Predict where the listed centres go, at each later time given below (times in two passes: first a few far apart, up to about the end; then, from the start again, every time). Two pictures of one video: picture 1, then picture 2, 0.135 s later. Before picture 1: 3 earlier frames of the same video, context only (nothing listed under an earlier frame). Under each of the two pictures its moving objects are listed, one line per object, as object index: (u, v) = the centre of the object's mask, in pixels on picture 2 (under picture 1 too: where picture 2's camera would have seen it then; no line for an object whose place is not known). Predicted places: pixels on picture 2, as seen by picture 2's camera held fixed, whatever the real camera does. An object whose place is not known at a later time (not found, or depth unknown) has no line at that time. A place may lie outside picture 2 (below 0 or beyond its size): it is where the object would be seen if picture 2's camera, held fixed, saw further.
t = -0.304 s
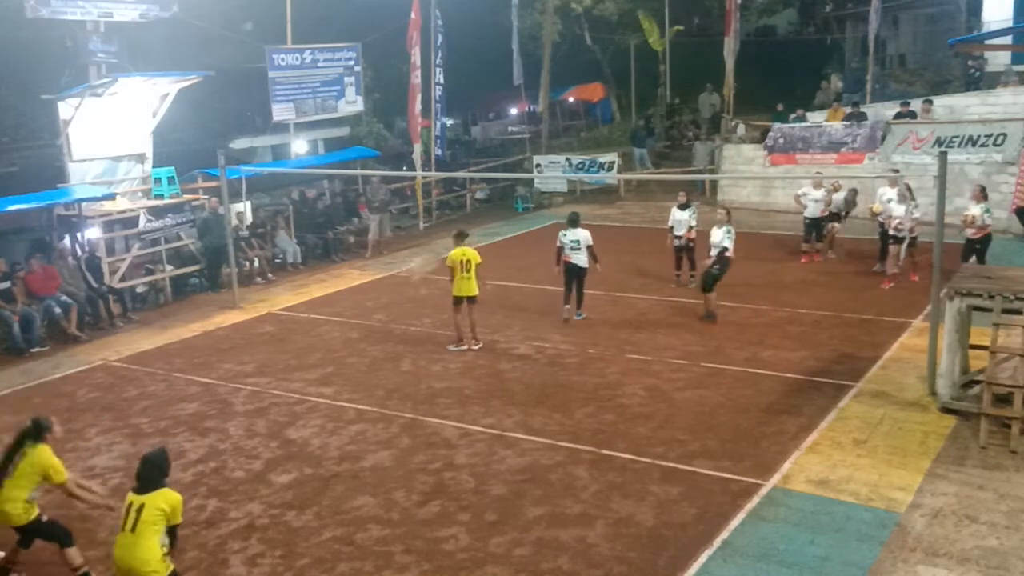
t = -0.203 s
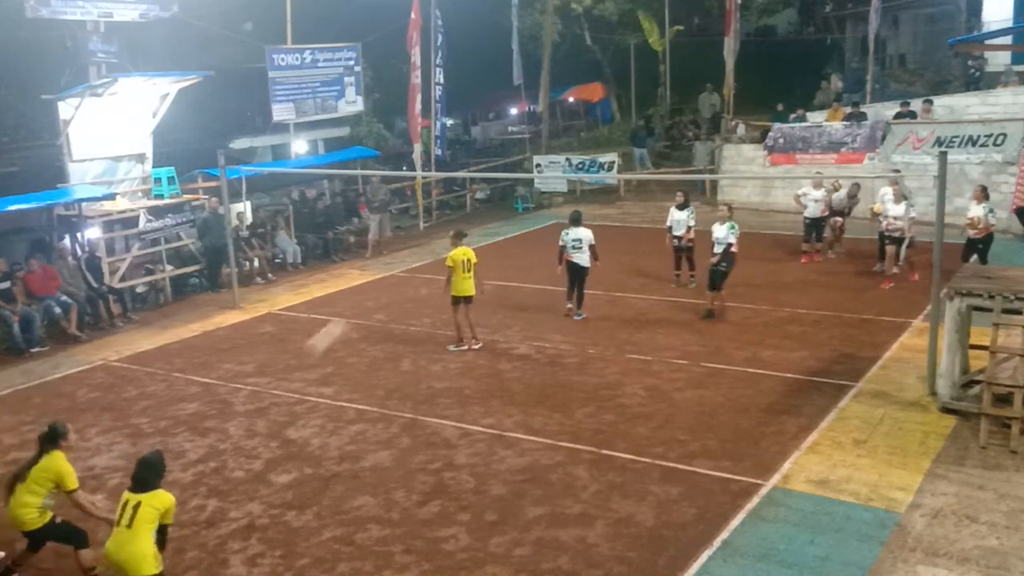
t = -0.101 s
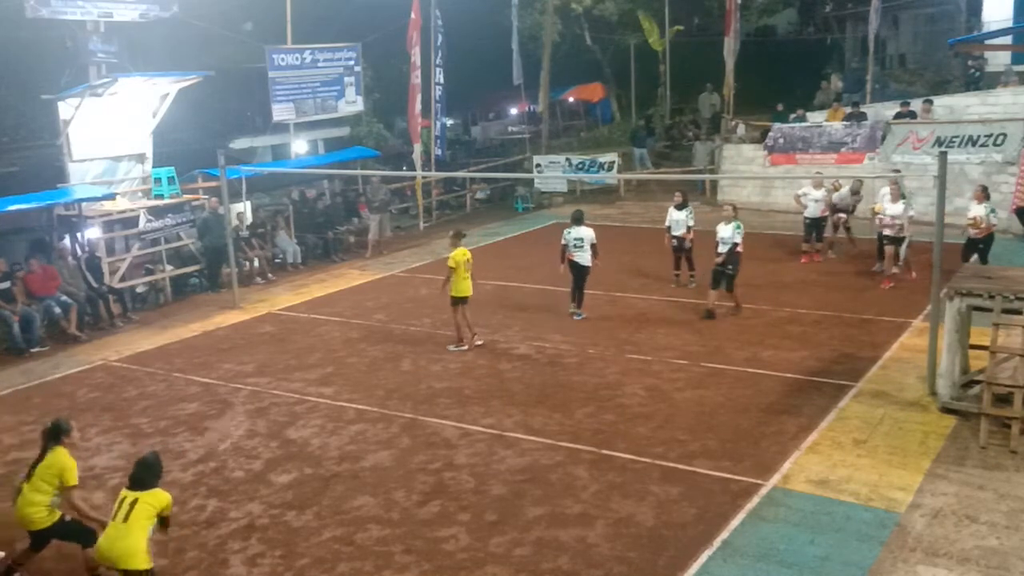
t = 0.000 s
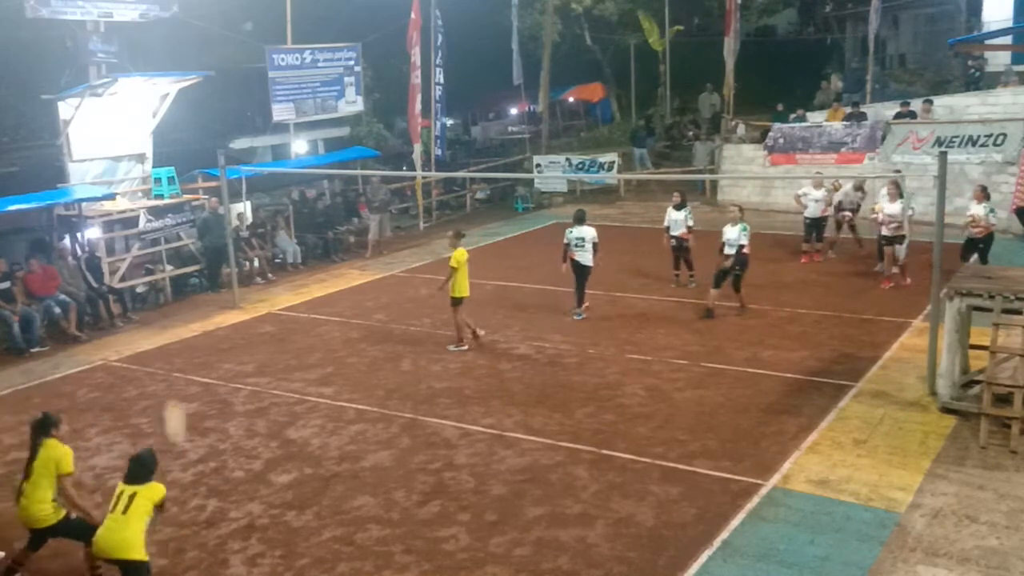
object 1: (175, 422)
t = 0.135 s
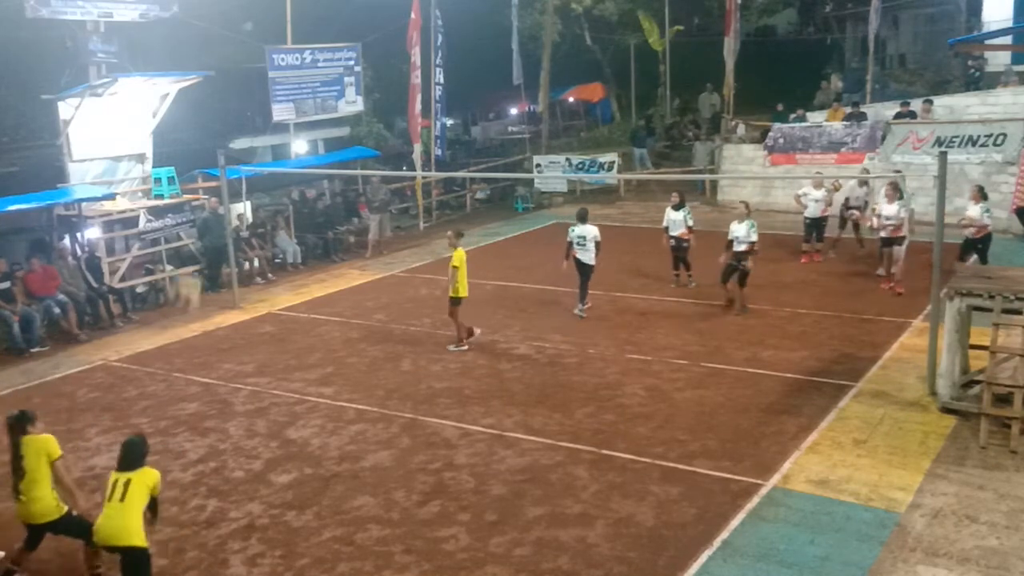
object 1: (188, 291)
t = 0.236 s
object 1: (197, 209)
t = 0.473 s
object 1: (221, 86)
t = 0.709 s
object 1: (245, 42)
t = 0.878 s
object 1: (263, 47)
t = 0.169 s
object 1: (191, 260)
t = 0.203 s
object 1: (194, 233)
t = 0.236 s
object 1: (197, 209)
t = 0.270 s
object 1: (201, 186)
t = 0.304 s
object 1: (204, 165)
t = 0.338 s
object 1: (208, 146)
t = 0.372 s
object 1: (210, 129)
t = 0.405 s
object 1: (213, 112)
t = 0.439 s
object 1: (217, 98)
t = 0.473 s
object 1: (221, 86)
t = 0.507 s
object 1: (225, 75)
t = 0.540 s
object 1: (228, 66)
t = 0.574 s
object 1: (231, 59)
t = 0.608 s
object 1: (234, 52)
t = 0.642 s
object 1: (238, 46)
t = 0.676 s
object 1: (242, 43)
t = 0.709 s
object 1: (245, 42)
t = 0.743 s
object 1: (249, 41)
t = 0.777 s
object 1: (253, 41)
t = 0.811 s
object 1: (256, 42)
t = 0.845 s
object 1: (259, 44)
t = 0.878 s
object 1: (263, 47)
